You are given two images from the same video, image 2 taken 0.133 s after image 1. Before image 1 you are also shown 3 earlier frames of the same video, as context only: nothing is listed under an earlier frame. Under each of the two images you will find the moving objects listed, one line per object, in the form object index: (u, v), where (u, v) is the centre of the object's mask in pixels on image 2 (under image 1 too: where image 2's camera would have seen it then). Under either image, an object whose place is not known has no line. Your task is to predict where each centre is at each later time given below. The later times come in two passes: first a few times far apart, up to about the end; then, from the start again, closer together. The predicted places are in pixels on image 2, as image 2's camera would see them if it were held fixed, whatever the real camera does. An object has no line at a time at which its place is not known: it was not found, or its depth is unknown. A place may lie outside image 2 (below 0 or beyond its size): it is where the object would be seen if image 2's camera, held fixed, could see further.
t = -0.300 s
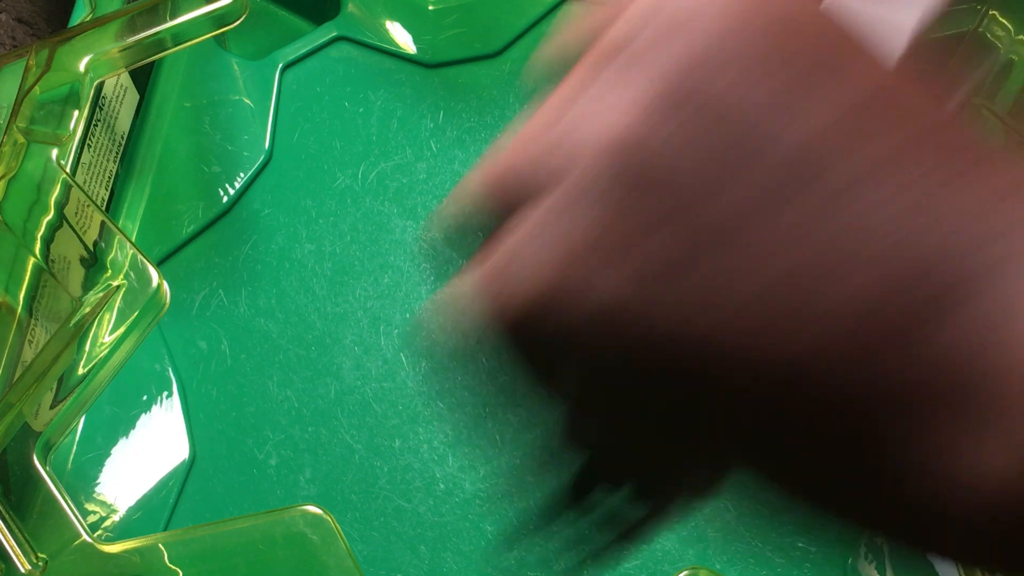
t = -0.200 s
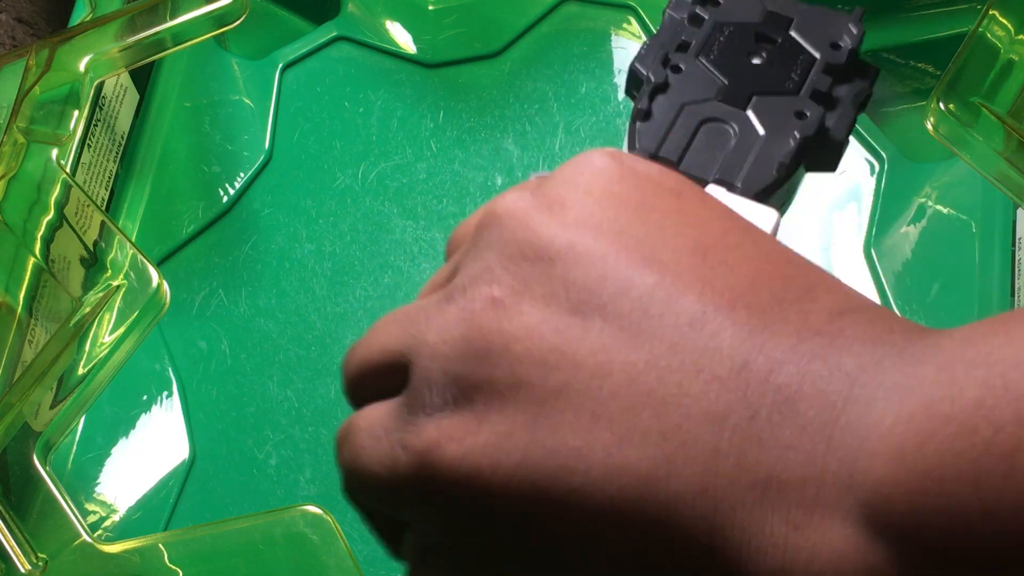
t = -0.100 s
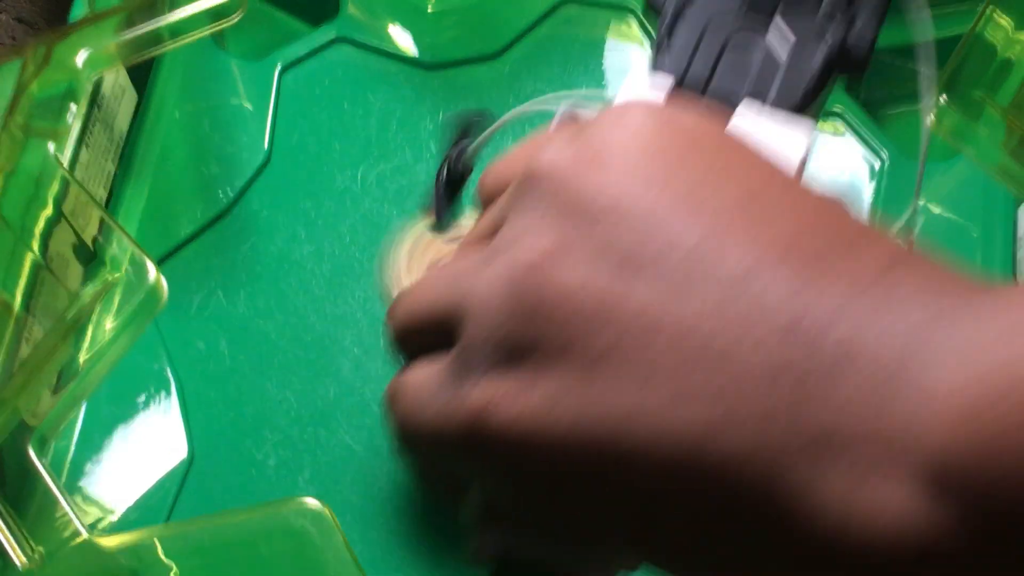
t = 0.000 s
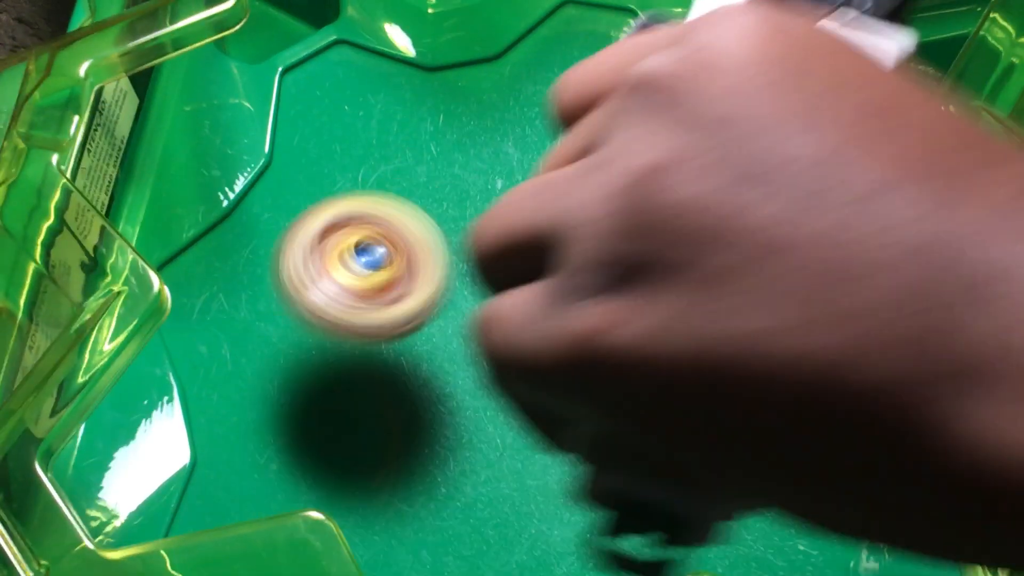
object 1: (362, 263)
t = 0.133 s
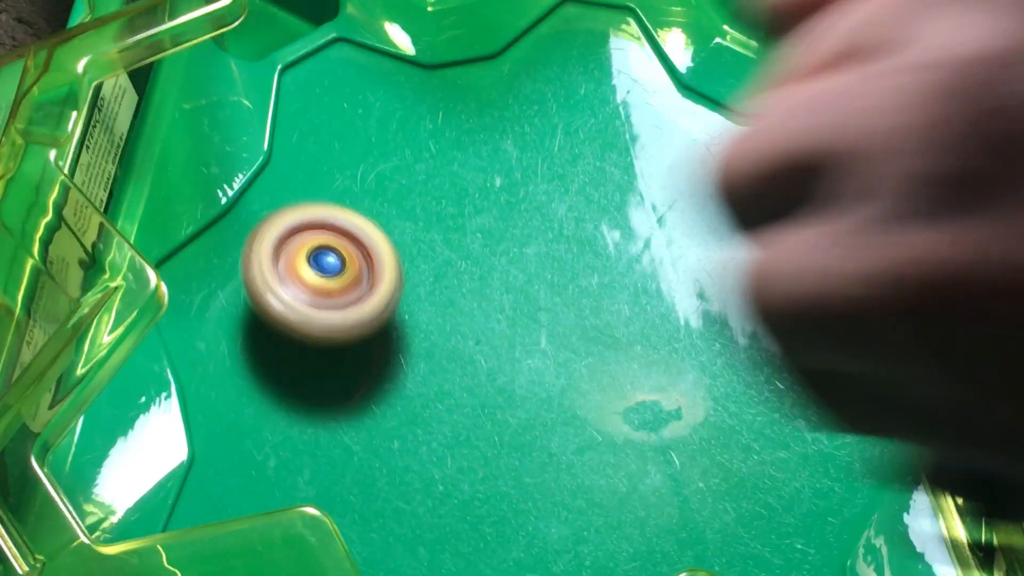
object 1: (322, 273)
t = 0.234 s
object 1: (344, 272)
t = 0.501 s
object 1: (455, 273)
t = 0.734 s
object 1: (543, 235)
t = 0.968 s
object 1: (570, 195)
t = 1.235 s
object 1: (551, 186)
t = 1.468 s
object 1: (595, 254)
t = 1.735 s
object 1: (673, 331)
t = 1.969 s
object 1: (686, 354)
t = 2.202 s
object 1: (643, 392)
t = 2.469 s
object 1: (582, 450)
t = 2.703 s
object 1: (547, 479)
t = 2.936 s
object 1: (507, 456)
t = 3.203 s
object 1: (434, 392)
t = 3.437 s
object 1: (396, 363)
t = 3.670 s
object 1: (416, 337)
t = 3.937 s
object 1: (471, 270)
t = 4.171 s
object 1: (484, 234)
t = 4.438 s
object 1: (535, 279)
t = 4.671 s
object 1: (616, 300)
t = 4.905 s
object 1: (634, 284)
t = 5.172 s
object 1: (571, 354)
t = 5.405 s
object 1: (582, 435)
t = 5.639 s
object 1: (613, 430)
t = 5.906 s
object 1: (517, 365)
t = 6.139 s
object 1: (423, 377)
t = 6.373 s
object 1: (438, 409)
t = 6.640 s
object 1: (517, 334)
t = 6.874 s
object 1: (497, 254)
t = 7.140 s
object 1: (454, 275)
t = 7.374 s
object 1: (533, 344)
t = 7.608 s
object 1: (624, 338)
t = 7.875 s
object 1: (617, 293)
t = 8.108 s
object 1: (532, 343)
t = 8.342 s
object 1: (524, 429)
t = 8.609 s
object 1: (577, 431)
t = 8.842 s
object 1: (532, 349)
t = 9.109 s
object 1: (429, 322)
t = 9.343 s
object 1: (429, 372)
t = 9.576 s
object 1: (536, 348)
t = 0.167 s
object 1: (327, 271)
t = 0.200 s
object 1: (335, 272)
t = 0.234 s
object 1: (344, 272)
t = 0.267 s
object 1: (355, 274)
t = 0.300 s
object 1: (367, 275)
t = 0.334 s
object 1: (380, 275)
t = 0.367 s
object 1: (394, 275)
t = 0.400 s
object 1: (408, 276)
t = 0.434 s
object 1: (424, 276)
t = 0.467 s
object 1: (440, 274)
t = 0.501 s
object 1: (455, 273)
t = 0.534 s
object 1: (471, 270)
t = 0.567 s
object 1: (486, 266)
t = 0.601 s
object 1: (499, 262)
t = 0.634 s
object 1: (512, 256)
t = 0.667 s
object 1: (524, 249)
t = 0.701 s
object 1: (534, 242)
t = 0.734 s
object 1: (543, 235)
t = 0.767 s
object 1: (551, 229)
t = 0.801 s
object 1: (557, 223)
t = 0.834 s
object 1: (562, 216)
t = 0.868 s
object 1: (566, 211)
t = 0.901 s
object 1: (568, 205)
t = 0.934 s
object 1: (570, 200)
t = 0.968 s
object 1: (570, 195)
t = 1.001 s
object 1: (570, 191)
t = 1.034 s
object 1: (568, 187)
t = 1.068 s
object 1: (565, 183)
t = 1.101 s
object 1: (560, 180)
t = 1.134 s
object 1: (556, 179)
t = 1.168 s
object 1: (553, 180)
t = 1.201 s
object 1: (551, 183)
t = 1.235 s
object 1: (551, 186)
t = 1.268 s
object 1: (552, 192)
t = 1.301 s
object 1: (555, 199)
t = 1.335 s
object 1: (561, 208)
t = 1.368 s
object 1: (568, 218)
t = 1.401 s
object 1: (576, 229)
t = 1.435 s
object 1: (586, 242)
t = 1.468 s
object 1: (595, 254)
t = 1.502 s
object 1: (605, 267)
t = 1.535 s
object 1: (615, 280)
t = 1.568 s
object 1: (625, 292)
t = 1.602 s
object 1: (635, 302)
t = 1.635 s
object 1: (645, 311)
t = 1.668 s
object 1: (655, 319)
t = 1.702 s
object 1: (665, 325)
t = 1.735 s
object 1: (673, 331)
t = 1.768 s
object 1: (681, 335)
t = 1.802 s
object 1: (688, 339)
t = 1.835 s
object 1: (691, 342)
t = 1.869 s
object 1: (692, 346)
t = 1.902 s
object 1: (692, 349)
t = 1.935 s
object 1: (690, 351)
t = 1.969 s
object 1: (686, 354)
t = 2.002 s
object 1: (682, 357)
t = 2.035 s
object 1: (677, 361)
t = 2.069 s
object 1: (672, 366)
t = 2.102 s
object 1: (666, 372)
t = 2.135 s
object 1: (659, 378)
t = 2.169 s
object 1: (651, 385)
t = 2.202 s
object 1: (643, 392)
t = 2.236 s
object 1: (635, 400)
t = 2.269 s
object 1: (627, 408)
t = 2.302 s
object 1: (620, 416)
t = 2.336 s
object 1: (612, 425)
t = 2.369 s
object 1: (605, 432)
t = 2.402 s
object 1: (597, 439)
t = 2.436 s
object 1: (589, 445)
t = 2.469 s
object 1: (582, 450)
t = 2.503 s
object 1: (575, 455)
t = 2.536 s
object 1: (569, 459)
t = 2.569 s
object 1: (564, 464)
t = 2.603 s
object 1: (559, 469)
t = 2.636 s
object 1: (555, 474)
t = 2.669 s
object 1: (551, 477)
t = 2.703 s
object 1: (547, 479)
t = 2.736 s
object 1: (543, 481)
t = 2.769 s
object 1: (539, 481)
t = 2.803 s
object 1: (534, 479)
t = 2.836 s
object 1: (529, 474)
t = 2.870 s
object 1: (523, 469)
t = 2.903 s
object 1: (515, 463)
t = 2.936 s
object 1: (507, 456)
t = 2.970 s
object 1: (498, 449)
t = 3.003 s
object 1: (488, 441)
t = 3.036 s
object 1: (479, 433)
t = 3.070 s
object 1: (469, 424)
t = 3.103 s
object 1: (461, 414)
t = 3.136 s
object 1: (451, 406)
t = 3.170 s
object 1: (443, 398)
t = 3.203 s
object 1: (434, 392)
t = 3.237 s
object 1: (426, 387)
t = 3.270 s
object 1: (420, 382)
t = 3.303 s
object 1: (414, 377)
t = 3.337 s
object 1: (409, 373)
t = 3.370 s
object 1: (404, 370)
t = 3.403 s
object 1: (399, 366)
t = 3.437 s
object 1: (396, 363)
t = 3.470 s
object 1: (393, 360)
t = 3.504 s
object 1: (393, 358)
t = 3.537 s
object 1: (394, 355)
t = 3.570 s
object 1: (397, 352)
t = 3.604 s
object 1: (402, 348)
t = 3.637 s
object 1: (409, 343)
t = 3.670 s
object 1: (416, 337)
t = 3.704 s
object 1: (424, 331)
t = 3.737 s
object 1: (432, 322)
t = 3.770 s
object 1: (441, 314)
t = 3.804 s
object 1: (448, 305)
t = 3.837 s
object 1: (455, 295)
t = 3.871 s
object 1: (461, 286)
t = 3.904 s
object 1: (466, 277)
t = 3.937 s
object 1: (471, 270)
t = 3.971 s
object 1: (475, 262)
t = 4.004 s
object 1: (478, 255)
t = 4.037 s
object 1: (480, 250)
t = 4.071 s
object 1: (482, 243)
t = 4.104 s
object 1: (483, 238)
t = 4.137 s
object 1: (484, 235)
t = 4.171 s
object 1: (484, 234)
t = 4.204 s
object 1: (485, 235)
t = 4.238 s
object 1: (487, 238)
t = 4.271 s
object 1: (491, 244)
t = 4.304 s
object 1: (496, 250)
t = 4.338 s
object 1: (503, 257)
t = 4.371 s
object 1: (512, 265)
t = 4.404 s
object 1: (523, 272)
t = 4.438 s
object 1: (535, 279)
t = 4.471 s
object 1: (547, 285)
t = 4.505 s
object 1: (560, 290)
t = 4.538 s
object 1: (573, 294)
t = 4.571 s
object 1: (585, 297)
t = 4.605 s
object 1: (596, 299)
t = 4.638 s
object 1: (607, 300)
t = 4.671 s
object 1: (616, 300)
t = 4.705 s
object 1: (625, 298)
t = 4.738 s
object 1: (632, 296)
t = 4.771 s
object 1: (637, 293)
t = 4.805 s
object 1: (641, 289)
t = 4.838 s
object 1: (641, 286)
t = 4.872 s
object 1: (639, 284)
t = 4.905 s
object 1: (634, 284)
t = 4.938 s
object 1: (627, 286)
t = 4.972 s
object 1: (618, 289)
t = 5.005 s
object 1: (609, 296)
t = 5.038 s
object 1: (600, 305)
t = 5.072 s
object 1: (592, 316)
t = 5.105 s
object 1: (584, 328)
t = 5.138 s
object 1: (577, 340)
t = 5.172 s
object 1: (571, 354)
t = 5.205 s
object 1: (567, 368)
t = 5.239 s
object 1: (566, 381)
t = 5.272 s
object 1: (566, 394)
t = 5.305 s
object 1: (568, 405)
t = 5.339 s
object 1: (572, 416)
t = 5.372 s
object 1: (576, 426)
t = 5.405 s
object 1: (582, 435)
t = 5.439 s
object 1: (588, 442)
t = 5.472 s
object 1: (593, 446)
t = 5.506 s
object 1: (599, 448)
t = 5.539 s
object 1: (605, 448)
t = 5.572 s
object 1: (610, 445)
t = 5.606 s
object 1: (613, 439)
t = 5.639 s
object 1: (613, 430)
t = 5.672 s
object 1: (610, 420)
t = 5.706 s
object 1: (602, 409)
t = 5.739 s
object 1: (592, 400)
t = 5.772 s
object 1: (580, 390)
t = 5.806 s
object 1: (565, 382)
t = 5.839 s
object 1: (550, 374)
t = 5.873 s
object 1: (534, 369)
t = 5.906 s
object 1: (517, 365)
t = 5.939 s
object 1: (501, 363)
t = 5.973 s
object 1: (485, 361)
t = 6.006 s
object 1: (471, 362)
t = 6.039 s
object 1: (457, 364)
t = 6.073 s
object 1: (444, 367)
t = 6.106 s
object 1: (433, 371)
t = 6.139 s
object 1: (423, 377)
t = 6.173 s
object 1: (416, 383)
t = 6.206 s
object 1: (412, 390)
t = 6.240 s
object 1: (410, 397)
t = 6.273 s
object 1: (412, 404)
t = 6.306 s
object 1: (417, 409)
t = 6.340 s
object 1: (427, 413)
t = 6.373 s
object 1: (438, 409)
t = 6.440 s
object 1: (464, 400)
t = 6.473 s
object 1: (477, 394)
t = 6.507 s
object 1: (488, 384)
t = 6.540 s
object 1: (497, 373)
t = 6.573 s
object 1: (506, 362)
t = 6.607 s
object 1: (512, 348)
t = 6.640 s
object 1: (517, 334)
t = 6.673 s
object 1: (519, 320)
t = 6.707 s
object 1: (519, 305)
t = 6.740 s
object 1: (517, 293)
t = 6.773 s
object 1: (514, 282)
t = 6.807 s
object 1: (509, 271)
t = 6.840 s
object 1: (504, 262)
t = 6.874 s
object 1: (497, 254)
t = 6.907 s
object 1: (490, 247)
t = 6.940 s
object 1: (482, 243)
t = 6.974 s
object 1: (474, 241)
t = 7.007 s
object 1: (466, 242)
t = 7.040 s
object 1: (459, 246)
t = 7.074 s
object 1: (454, 253)
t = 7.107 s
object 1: (452, 264)
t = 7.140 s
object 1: (454, 275)
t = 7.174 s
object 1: (459, 287)
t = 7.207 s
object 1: (466, 299)
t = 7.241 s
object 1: (476, 311)
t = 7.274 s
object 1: (488, 321)
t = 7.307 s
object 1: (502, 330)
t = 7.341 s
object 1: (517, 339)
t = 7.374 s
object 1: (533, 344)
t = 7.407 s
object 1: (548, 348)
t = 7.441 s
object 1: (564, 350)
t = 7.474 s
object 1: (578, 350)
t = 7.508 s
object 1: (591, 349)
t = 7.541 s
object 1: (603, 346)
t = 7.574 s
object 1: (614, 343)
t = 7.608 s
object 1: (624, 338)
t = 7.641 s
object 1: (632, 333)
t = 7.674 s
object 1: (637, 326)
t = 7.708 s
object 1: (641, 319)
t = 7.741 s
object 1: (643, 312)
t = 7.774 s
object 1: (641, 305)
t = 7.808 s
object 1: (636, 299)
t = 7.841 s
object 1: (628, 295)
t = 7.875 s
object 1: (617, 293)
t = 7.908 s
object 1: (605, 293)
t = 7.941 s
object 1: (592, 296)
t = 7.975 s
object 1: (578, 302)
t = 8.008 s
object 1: (564, 311)
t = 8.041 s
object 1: (551, 321)
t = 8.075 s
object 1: (541, 332)
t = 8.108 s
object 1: (532, 343)
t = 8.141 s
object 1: (524, 358)
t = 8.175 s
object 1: (519, 370)
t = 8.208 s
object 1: (517, 383)
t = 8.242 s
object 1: (516, 395)
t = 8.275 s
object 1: (517, 407)
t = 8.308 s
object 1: (521, 419)
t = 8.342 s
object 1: (524, 429)
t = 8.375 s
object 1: (529, 437)
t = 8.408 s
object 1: (536, 444)
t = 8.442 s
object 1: (543, 448)
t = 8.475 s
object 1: (551, 451)
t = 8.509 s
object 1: (560, 450)
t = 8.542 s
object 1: (567, 447)
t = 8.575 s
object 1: (573, 440)
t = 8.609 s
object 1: (577, 431)
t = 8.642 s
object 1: (577, 419)
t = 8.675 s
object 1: (575, 407)
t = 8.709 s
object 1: (571, 395)
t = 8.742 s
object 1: (564, 383)
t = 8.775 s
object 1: (555, 370)
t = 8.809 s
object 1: (545, 359)
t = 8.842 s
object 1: (532, 349)
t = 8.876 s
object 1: (519, 340)
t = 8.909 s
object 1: (506, 333)
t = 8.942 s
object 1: (491, 327)
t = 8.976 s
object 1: (478, 322)
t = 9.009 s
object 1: (464, 320)
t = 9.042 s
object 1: (451, 319)
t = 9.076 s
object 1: (440, 320)
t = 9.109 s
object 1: (429, 322)
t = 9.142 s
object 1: (420, 327)
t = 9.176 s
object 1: (414, 332)
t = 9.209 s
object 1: (410, 339)
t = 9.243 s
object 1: (409, 348)
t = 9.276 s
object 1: (411, 357)
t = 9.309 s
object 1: (419, 366)
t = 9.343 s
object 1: (429, 372)
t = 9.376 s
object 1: (443, 375)
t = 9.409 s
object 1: (459, 378)
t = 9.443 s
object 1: (475, 376)
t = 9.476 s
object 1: (492, 371)
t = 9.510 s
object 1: (507, 366)
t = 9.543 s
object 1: (523, 357)
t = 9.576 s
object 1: (536, 348)
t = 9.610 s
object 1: (547, 337)
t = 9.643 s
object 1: (556, 324)
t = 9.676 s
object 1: (563, 313)
